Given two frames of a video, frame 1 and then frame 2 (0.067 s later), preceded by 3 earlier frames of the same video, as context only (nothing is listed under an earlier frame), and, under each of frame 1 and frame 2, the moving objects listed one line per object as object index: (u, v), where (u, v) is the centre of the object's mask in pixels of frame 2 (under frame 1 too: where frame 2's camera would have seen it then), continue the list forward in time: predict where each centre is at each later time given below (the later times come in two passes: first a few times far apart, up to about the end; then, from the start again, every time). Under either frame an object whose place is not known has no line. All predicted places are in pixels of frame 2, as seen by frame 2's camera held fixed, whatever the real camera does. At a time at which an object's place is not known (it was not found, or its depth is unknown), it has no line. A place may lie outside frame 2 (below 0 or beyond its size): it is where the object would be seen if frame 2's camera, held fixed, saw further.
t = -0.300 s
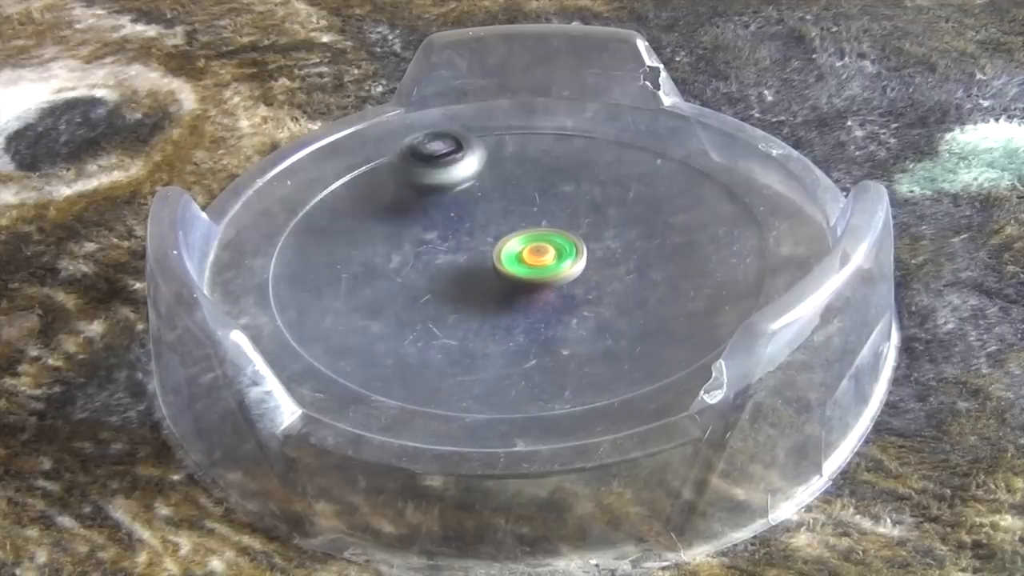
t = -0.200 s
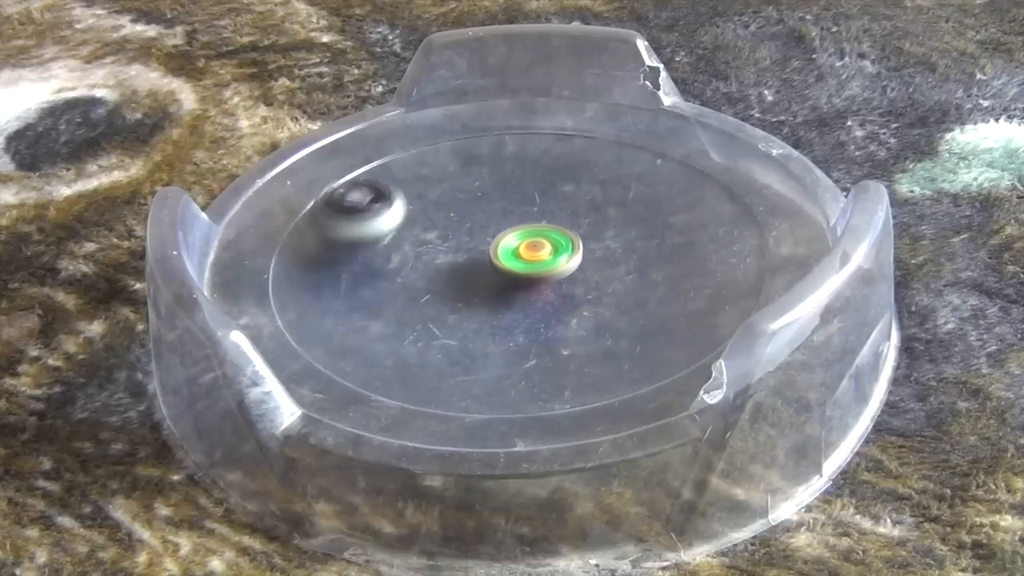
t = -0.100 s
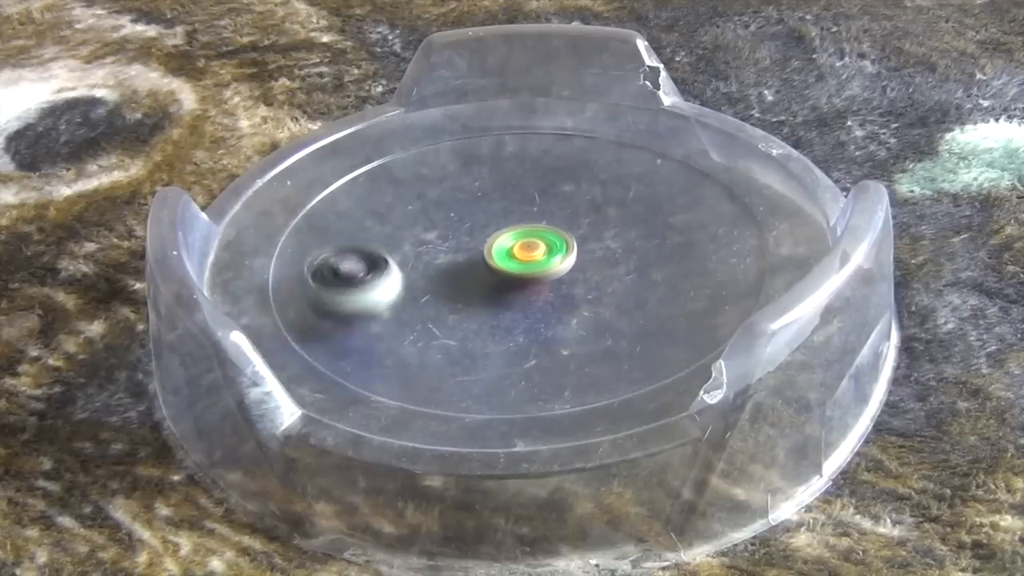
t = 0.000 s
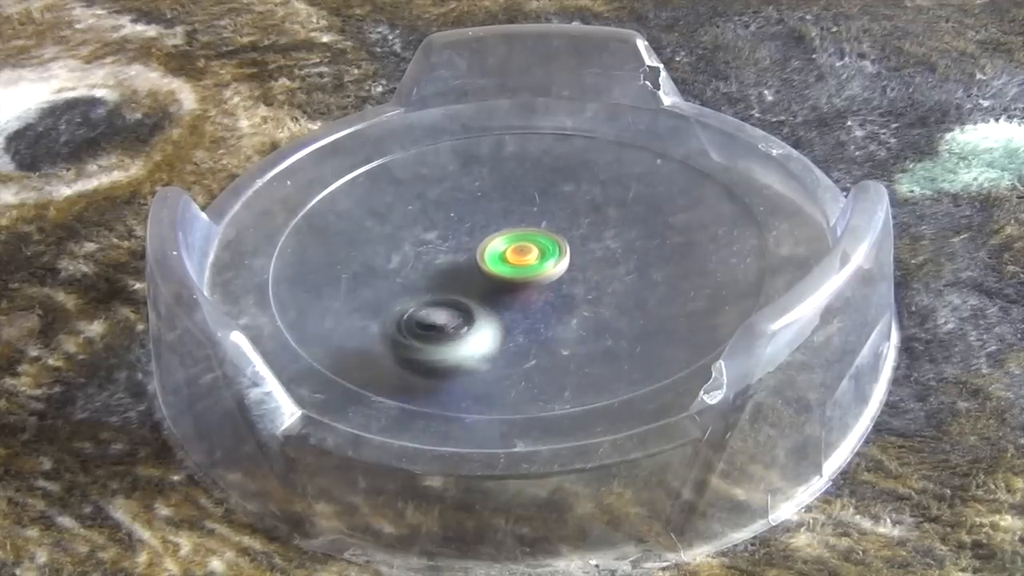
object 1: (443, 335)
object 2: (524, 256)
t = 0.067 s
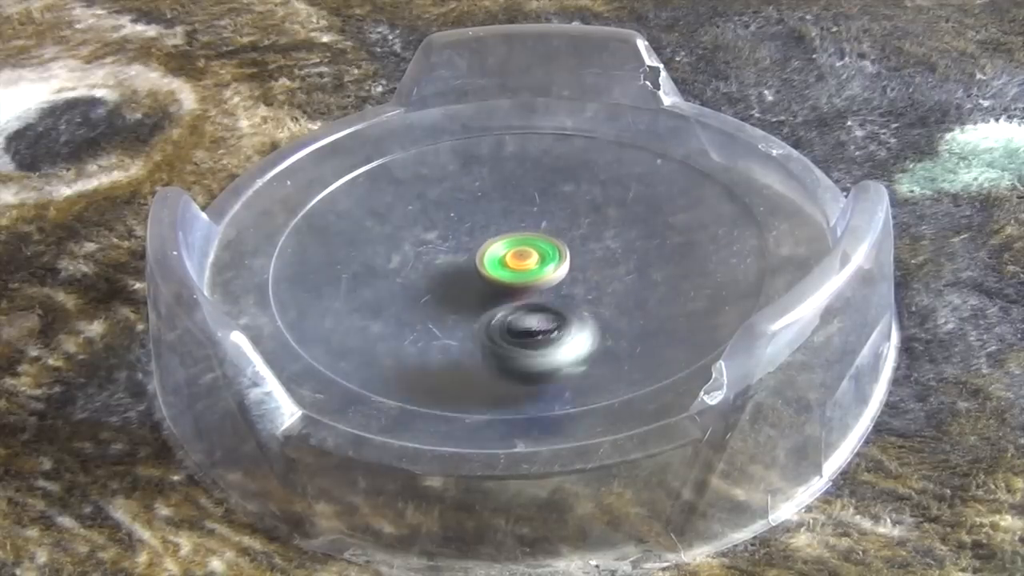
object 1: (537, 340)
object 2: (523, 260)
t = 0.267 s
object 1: (696, 231)
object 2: (538, 265)
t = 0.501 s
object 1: (525, 151)
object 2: (532, 263)
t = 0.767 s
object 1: (358, 280)
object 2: (528, 264)
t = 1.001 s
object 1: (619, 321)
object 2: (528, 266)
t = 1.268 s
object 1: (630, 170)
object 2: (530, 265)
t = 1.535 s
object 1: (376, 210)
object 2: (523, 265)
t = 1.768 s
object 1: (469, 340)
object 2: (514, 264)
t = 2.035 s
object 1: (684, 225)
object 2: (517, 264)
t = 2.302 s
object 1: (467, 164)
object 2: (514, 263)
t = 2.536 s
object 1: (364, 290)
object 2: (509, 262)
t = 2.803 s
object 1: (653, 293)
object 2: (510, 263)
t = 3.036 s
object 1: (614, 167)
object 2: (510, 259)
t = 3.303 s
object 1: (375, 213)
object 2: (507, 259)
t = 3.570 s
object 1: (524, 336)
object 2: (509, 257)
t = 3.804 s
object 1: (686, 222)
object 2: (516, 257)
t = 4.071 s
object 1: (475, 165)
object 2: (521, 250)
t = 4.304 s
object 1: (371, 286)
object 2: (519, 254)
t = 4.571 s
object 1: (645, 301)
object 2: (523, 252)
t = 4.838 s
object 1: (597, 167)
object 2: (523, 253)
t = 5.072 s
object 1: (387, 208)
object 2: (528, 251)
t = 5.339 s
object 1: (495, 336)
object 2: (525, 255)
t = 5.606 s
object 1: (671, 221)
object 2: (530, 257)
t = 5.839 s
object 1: (498, 163)
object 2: (532, 258)
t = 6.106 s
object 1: (376, 287)
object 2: (528, 259)
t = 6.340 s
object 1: (615, 310)
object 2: (531, 264)
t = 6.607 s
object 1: (619, 174)
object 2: (530, 262)
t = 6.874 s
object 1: (395, 210)
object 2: (528, 264)
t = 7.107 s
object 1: (467, 328)
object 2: (528, 266)
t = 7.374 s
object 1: (675, 239)
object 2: (527, 265)
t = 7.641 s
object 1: (499, 170)
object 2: (524, 262)
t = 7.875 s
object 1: (376, 272)
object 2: (511, 264)
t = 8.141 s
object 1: (610, 310)
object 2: (517, 263)
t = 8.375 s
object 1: (630, 192)
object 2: (511, 260)
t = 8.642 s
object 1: (413, 200)
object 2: (508, 259)
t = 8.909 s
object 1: (468, 324)
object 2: (512, 261)
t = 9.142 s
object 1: (661, 255)
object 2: (515, 257)
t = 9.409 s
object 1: (524, 168)
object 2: (521, 252)
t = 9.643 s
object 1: (385, 253)
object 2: (518, 254)
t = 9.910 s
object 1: (582, 316)
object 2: (521, 253)
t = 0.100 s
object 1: (584, 332)
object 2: (525, 262)
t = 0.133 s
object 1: (626, 317)
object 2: (528, 264)
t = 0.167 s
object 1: (659, 298)
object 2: (532, 266)
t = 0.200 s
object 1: (682, 277)
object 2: (535, 266)
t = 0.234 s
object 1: (694, 254)
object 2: (537, 264)
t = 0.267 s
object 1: (696, 231)
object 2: (538, 265)
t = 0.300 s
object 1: (690, 211)
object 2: (537, 263)
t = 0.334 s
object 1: (675, 192)
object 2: (536, 261)
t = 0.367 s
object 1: (654, 176)
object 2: (535, 260)
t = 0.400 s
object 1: (627, 164)
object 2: (534, 260)
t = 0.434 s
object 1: (595, 156)
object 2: (534, 261)
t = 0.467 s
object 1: (561, 152)
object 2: (533, 262)
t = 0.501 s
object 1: (525, 151)
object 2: (532, 263)
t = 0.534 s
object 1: (489, 155)
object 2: (531, 264)
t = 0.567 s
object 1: (455, 162)
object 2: (529, 264)
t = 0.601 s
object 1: (423, 175)
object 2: (529, 264)
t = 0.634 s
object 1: (394, 193)
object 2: (529, 264)
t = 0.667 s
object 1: (373, 212)
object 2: (531, 264)
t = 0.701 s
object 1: (357, 234)
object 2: (531, 264)
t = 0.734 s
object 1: (355, 257)
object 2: (529, 264)
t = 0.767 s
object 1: (358, 280)
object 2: (528, 264)
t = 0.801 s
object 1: (375, 303)
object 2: (528, 264)
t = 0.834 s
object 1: (404, 321)
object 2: (530, 265)
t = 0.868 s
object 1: (442, 335)
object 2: (530, 265)
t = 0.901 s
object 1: (486, 340)
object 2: (530, 265)
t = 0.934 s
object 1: (535, 339)
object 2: (529, 265)
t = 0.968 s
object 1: (578, 334)
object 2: (528, 265)
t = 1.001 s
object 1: (619, 321)
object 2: (528, 266)
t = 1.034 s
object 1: (653, 303)
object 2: (530, 266)
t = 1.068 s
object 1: (677, 281)
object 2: (530, 266)
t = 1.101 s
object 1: (690, 261)
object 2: (529, 265)
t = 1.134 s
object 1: (695, 238)
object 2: (529, 266)
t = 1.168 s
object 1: (690, 218)
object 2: (528, 266)
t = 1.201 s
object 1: (677, 198)
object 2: (529, 265)
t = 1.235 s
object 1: (655, 183)
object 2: (529, 265)
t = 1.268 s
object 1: (630, 170)
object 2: (530, 265)
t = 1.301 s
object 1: (599, 162)
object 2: (529, 265)
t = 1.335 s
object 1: (566, 156)
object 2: (528, 265)
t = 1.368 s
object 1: (529, 156)
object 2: (528, 265)
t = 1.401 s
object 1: (494, 158)
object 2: (528, 265)
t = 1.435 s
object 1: (458, 167)
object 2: (528, 265)
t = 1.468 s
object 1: (428, 177)
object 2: (526, 265)
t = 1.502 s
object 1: (399, 193)
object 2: (525, 265)
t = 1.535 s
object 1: (376, 210)
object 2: (523, 265)
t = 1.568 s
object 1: (359, 232)
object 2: (522, 265)
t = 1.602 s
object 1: (353, 255)
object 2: (520, 265)
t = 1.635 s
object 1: (356, 278)
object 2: (519, 264)
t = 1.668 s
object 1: (368, 300)
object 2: (518, 264)
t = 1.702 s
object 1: (395, 319)
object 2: (517, 263)
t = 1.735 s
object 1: (429, 331)
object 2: (515, 264)
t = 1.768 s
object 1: (469, 340)
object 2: (514, 264)
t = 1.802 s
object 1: (515, 342)
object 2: (514, 265)
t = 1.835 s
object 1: (560, 337)
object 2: (514, 265)
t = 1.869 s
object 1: (603, 325)
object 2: (515, 265)
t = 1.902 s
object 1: (638, 309)
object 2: (516, 265)
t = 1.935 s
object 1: (665, 289)
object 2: (517, 264)
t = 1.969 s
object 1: (680, 268)
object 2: (518, 263)
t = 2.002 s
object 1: (687, 245)
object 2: (518, 263)
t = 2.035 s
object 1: (684, 225)
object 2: (517, 264)
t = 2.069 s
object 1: (673, 206)
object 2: (516, 264)
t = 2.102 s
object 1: (654, 189)
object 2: (515, 264)
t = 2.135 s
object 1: (630, 175)
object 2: (514, 264)
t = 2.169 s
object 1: (602, 165)
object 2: (514, 264)
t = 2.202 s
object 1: (570, 159)
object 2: (515, 264)
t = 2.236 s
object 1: (535, 156)
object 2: (515, 263)
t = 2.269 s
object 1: (501, 158)
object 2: (515, 263)
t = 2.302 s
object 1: (467, 164)
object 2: (514, 263)
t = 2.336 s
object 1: (433, 173)
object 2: (512, 263)
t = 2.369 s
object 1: (405, 188)
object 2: (511, 262)
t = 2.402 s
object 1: (382, 203)
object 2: (510, 262)
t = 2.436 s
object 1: (362, 224)
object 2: (510, 262)
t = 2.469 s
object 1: (353, 244)
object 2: (510, 262)
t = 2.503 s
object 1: (353, 267)
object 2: (509, 262)
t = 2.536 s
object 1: (364, 290)
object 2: (509, 262)
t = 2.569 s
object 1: (385, 312)
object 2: (508, 262)
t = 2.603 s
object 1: (418, 326)
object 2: (506, 263)
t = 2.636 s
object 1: (455, 334)
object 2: (506, 263)
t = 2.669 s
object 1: (499, 338)
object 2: (506, 263)
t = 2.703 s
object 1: (544, 336)
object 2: (507, 263)
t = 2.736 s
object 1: (587, 327)
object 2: (508, 263)
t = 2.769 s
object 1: (624, 312)
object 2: (509, 263)
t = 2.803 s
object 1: (653, 293)
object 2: (510, 263)
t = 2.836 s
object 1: (672, 273)
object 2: (511, 262)
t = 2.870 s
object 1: (682, 252)
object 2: (512, 261)
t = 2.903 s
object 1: (683, 231)
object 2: (512, 261)
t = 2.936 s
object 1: (676, 211)
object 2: (512, 261)
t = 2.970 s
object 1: (662, 194)
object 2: (511, 260)
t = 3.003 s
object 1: (640, 177)
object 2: (510, 259)
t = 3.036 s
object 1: (614, 167)
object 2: (510, 259)
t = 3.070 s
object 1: (584, 160)
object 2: (510, 259)
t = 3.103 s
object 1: (550, 155)
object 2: (509, 259)
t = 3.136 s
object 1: (517, 155)
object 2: (509, 259)
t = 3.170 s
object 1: (482, 159)
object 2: (509, 258)
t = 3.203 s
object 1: (452, 166)
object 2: (508, 258)
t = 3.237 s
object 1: (420, 179)
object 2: (508, 258)
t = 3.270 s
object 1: (395, 195)
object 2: (507, 258)
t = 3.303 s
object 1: (375, 213)
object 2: (507, 259)
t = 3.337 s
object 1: (362, 234)
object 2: (507, 259)
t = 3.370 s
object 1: (358, 256)
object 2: (508, 258)
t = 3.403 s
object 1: (364, 279)
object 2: (508, 258)
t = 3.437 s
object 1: (380, 300)
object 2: (509, 258)
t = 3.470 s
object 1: (407, 317)
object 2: (509, 258)
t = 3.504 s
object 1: (440, 328)
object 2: (509, 258)
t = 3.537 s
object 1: (483, 335)
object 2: (509, 258)
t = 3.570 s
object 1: (524, 336)
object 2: (509, 257)
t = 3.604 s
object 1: (570, 331)
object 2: (510, 257)
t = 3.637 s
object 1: (608, 319)
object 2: (510, 257)
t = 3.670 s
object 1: (642, 303)
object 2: (510, 257)
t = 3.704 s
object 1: (666, 284)
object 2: (511, 257)
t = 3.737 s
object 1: (682, 263)
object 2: (513, 257)
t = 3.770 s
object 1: (688, 242)
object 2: (514, 257)
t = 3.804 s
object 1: (686, 222)
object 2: (516, 257)
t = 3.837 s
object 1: (675, 204)
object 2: (518, 257)
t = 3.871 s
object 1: (657, 187)
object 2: (519, 257)
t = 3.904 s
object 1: (635, 174)
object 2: (520, 255)
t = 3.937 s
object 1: (607, 165)
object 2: (522, 254)
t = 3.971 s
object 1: (575, 159)
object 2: (523, 253)
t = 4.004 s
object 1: (541, 158)
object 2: (524, 252)
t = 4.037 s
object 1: (507, 159)
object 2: (523, 251)
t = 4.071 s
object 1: (475, 165)
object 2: (521, 250)
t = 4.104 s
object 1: (444, 175)
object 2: (518, 250)
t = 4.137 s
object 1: (418, 187)
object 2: (516, 250)
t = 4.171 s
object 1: (394, 203)
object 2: (515, 251)
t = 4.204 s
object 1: (375, 223)
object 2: (515, 252)
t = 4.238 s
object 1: (364, 244)
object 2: (516, 253)
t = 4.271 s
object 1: (363, 264)
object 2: (517, 254)
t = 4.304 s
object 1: (371, 286)
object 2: (519, 254)
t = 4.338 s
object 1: (388, 306)
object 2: (521, 254)
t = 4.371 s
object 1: (418, 322)
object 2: (522, 254)
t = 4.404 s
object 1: (454, 332)
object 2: (523, 254)
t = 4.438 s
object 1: (494, 338)
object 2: (522, 253)
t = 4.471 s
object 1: (537, 337)
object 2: (522, 253)
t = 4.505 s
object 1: (579, 330)
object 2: (522, 253)
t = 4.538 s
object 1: (615, 318)
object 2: (522, 252)
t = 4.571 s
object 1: (645, 301)
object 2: (523, 252)
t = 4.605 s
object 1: (668, 282)
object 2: (522, 252)
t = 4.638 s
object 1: (682, 261)
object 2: (522, 251)
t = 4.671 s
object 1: (685, 242)
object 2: (522, 252)
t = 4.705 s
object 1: (680, 221)
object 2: (523, 252)
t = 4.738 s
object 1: (668, 204)
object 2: (523, 252)
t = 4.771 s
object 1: (650, 189)
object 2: (523, 252)
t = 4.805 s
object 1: (625, 176)
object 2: (523, 252)
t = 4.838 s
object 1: (597, 167)
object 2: (523, 253)
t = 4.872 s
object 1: (566, 162)
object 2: (524, 253)
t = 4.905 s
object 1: (533, 161)
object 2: (526, 253)
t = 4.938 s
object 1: (501, 163)
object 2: (527, 253)
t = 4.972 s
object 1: (467, 169)
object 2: (528, 253)
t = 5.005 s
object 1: (438, 179)
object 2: (529, 252)
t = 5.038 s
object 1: (408, 193)
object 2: (529, 252)
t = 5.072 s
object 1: (387, 208)
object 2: (528, 251)
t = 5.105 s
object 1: (369, 228)
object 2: (528, 251)
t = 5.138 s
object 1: (362, 247)
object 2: (528, 252)
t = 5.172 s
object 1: (361, 268)
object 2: (527, 252)
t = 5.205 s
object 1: (370, 289)
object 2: (526, 253)
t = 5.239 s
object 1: (389, 308)
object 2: (525, 254)
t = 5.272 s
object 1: (418, 322)
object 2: (525, 254)
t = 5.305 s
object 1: (453, 331)
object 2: (525, 254)
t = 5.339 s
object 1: (495, 336)
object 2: (525, 255)
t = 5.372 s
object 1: (535, 335)
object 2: (525, 256)
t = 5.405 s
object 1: (575, 328)
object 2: (526, 256)
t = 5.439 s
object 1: (612, 315)
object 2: (526, 256)
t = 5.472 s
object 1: (640, 299)
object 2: (527, 256)
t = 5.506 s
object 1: (661, 280)
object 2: (527, 256)
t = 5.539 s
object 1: (673, 260)
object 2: (528, 255)
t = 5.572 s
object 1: (676, 241)
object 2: (529, 256)
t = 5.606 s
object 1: (671, 221)
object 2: (530, 257)
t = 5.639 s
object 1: (660, 203)
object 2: (530, 257)
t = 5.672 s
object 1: (642, 189)
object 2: (531, 257)
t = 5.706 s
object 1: (619, 176)
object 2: (531, 258)
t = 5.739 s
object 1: (591, 167)
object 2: (531, 258)
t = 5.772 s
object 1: (560, 162)
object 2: (532, 258)
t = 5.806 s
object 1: (528, 160)
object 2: (532, 258)
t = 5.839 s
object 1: (498, 163)
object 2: (532, 258)
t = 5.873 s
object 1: (468, 168)
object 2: (533, 258)
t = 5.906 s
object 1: (435, 180)
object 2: (533, 258)
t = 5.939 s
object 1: (410, 192)
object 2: (532, 258)
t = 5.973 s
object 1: (389, 207)
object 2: (532, 258)
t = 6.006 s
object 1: (372, 227)
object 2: (531, 257)
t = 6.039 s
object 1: (365, 246)
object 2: (530, 258)
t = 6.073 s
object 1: (368, 267)
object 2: (529, 258)
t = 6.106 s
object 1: (376, 287)
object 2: (528, 259)
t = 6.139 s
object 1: (396, 306)
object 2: (527, 260)
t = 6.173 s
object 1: (426, 321)
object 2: (527, 261)
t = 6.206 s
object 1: (460, 328)
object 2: (527, 262)
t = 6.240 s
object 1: (500, 331)
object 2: (527, 262)
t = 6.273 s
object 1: (540, 331)
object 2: (528, 263)
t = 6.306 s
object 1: (580, 323)
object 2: (529, 264)
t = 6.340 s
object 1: (615, 310)
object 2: (531, 264)
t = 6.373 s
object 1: (642, 294)
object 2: (532, 264)
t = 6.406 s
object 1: (662, 275)
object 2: (531, 263)
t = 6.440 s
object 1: (673, 256)
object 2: (531, 263)
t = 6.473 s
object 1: (676, 236)
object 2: (531, 264)
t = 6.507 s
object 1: (671, 217)
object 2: (531, 263)
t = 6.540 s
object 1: (660, 201)
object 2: (532, 263)
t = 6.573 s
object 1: (642, 186)
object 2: (532, 262)
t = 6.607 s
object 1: (619, 174)
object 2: (530, 262)
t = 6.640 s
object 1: (593, 166)
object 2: (529, 263)
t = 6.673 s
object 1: (563, 161)
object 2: (528, 263)
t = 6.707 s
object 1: (531, 160)
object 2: (528, 264)
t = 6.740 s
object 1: (500, 164)
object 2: (530, 264)
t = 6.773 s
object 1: (471, 171)
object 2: (531, 264)
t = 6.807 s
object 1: (441, 182)
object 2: (530, 264)
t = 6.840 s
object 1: (415, 194)
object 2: (528, 264)
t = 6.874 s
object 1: (395, 210)
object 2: (528, 264)
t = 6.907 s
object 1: (381, 230)
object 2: (528, 264)
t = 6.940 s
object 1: (374, 248)
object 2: (528, 264)
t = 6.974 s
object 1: (376, 269)
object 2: (529, 264)
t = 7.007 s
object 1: (385, 289)
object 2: (529, 265)
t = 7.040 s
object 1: (404, 306)
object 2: (528, 265)
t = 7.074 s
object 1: (432, 320)
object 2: (528, 265)
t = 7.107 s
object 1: (467, 328)
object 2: (528, 266)
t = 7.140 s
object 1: (505, 331)
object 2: (529, 265)
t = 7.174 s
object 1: (544, 330)
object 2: (529, 265)
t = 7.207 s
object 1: (582, 323)
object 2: (529, 265)
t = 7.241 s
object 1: (617, 309)
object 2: (529, 265)
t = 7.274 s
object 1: (642, 295)
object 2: (528, 265)
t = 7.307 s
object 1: (662, 277)
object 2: (527, 265)
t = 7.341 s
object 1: (673, 257)
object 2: (527, 264)
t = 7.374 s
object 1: (675, 239)
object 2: (527, 265)
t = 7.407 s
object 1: (670, 221)
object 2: (527, 265)
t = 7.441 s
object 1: (658, 204)
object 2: (528, 264)
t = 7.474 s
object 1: (639, 190)
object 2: (527, 264)
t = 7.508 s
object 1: (618, 179)
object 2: (527, 264)
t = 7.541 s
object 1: (590, 171)
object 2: (527, 263)
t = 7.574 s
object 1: (560, 167)
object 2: (526, 263)
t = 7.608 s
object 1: (530, 167)
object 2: (525, 263)
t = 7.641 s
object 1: (499, 170)
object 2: (524, 262)
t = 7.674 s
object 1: (470, 176)
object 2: (522, 262)
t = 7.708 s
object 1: (442, 186)
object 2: (520, 262)
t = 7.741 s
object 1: (415, 200)
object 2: (517, 262)
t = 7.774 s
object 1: (395, 215)
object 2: (515, 262)
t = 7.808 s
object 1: (381, 233)
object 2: (513, 263)
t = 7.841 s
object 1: (375, 251)
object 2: (512, 263)
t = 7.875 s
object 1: (376, 272)
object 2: (511, 264)
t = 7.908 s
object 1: (385, 290)
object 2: (511, 264)
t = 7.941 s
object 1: (404, 307)
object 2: (512, 264)
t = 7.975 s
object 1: (432, 321)
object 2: (512, 265)
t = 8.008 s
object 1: (465, 328)
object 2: (514, 264)
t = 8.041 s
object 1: (503, 331)
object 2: (516, 264)
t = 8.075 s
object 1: (541, 330)
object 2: (517, 263)
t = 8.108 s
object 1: (579, 322)
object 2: (518, 263)
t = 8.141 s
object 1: (610, 310)
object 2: (517, 263)
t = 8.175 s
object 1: (636, 294)
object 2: (516, 262)
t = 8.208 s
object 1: (654, 277)
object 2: (515, 262)
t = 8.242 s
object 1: (664, 258)
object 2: (513, 262)
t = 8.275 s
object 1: (666, 240)
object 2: (512, 263)
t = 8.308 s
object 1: (660, 222)
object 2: (512, 262)
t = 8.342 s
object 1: (649, 207)
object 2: (512, 261)
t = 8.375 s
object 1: (630, 192)
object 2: (511, 260)
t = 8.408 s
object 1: (608, 181)
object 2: (511, 260)
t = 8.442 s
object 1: (583, 174)
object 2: (511, 260)
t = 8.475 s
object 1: (553, 169)
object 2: (510, 260)
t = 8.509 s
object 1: (522, 168)
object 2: (510, 260)
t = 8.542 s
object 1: (494, 172)
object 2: (510, 260)
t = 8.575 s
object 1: (464, 179)
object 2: (509, 260)
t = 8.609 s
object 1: (437, 188)
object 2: (509, 259)
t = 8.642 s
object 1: (413, 200)
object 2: (508, 259)
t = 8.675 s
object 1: (394, 215)
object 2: (508, 260)
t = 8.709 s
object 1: (382, 232)
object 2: (508, 260)
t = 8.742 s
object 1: (376, 250)
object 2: (508, 261)
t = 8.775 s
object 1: (379, 271)
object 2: (508, 261)
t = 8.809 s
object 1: (388, 288)
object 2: (509, 261)
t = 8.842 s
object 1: (408, 305)
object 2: (510, 261)
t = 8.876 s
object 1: (436, 318)
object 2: (511, 261)
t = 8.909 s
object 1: (468, 324)
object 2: (512, 261)
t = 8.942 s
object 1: (505, 328)
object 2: (512, 261)
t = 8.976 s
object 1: (542, 326)
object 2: (512, 260)
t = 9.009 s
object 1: (578, 318)
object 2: (512, 260)
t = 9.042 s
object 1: (607, 306)
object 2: (513, 259)
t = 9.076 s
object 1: (633, 291)
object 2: (514, 258)
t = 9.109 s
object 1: (651, 272)
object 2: (515, 258)
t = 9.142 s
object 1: (661, 255)
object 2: (515, 257)
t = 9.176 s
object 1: (663, 236)
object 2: (517, 258)
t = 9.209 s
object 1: (658, 220)
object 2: (518, 257)
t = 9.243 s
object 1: (647, 205)
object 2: (518, 256)
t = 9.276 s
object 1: (628, 191)
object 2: (519, 255)
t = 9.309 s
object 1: (607, 180)
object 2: (520, 255)
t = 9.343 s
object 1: (582, 172)
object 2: (521, 254)
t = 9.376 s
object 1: (554, 169)
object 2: (521, 253)
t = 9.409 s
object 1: (524, 168)
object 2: (521, 252)
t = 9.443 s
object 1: (496, 172)
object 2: (520, 252)
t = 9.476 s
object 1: (469, 178)
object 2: (519, 252)
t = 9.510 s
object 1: (442, 188)
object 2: (518, 252)
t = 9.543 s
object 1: (420, 201)
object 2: (517, 252)
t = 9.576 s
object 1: (402, 216)
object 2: (517, 253)
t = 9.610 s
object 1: (389, 235)
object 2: (517, 254)
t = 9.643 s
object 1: (385, 253)
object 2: (518, 254)
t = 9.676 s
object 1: (389, 271)
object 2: (518, 254)
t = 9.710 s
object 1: (399, 290)
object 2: (519, 254)
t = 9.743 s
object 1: (418, 304)
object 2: (520, 254)
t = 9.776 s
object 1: (445, 317)
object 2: (521, 254)
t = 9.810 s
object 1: (476, 323)
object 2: (522, 254)
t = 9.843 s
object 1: (512, 327)
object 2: (522, 254)
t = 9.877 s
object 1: (547, 323)
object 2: (522, 253)
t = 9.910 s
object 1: (582, 316)
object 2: (521, 253)
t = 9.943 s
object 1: (612, 303)
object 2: (521, 253)
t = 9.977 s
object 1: (636, 290)
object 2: (521, 253)
